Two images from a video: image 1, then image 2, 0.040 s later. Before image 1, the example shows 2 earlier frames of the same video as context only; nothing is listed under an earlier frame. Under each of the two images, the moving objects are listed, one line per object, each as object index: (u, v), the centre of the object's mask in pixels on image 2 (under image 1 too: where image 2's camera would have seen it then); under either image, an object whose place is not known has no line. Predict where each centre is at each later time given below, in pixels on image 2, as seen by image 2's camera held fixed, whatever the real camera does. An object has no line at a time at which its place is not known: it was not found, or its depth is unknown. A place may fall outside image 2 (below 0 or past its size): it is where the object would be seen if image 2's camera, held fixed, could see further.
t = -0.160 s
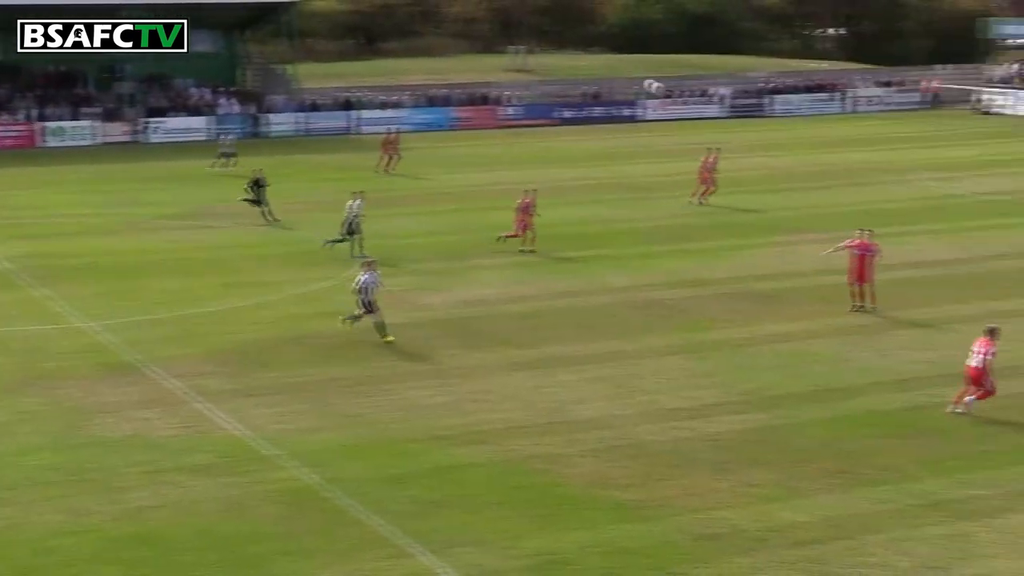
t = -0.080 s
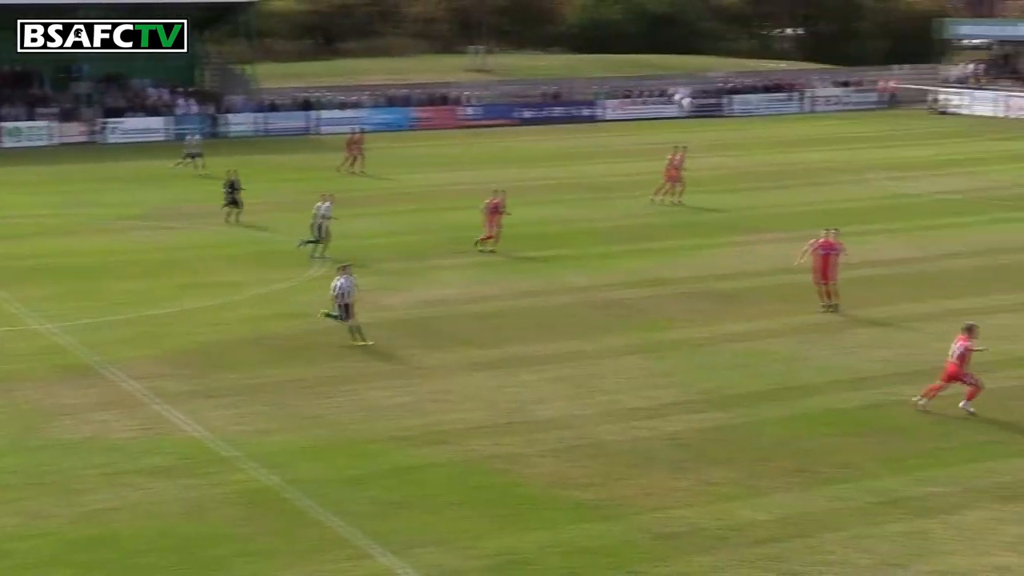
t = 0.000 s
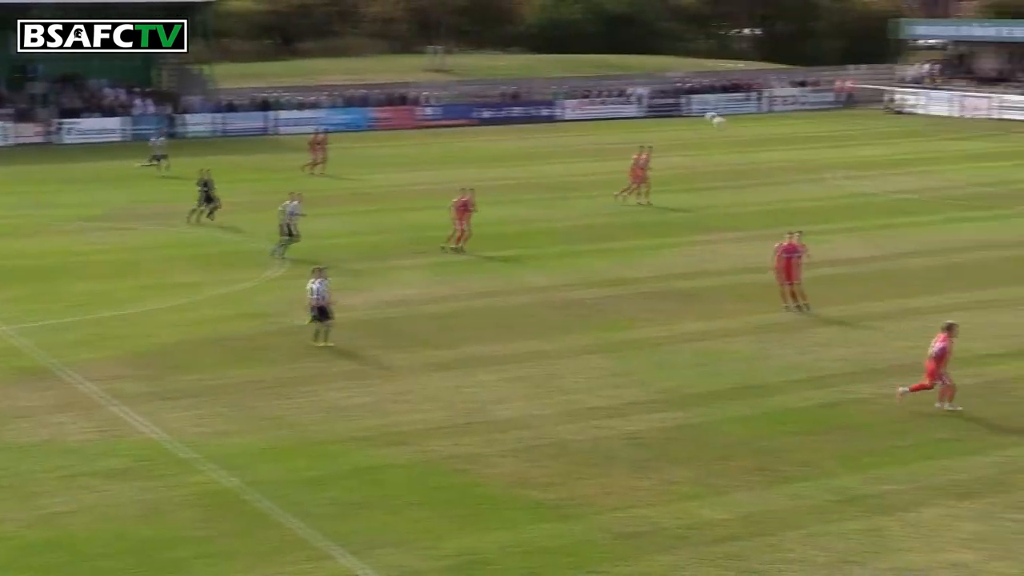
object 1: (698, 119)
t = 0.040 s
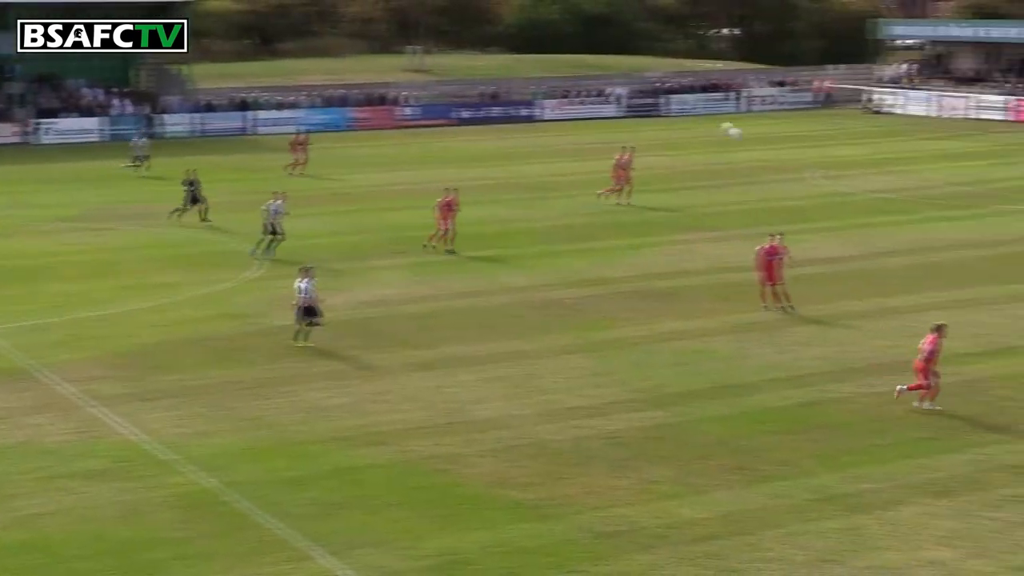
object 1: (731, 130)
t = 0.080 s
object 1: (764, 143)
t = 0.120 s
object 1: (799, 157)
